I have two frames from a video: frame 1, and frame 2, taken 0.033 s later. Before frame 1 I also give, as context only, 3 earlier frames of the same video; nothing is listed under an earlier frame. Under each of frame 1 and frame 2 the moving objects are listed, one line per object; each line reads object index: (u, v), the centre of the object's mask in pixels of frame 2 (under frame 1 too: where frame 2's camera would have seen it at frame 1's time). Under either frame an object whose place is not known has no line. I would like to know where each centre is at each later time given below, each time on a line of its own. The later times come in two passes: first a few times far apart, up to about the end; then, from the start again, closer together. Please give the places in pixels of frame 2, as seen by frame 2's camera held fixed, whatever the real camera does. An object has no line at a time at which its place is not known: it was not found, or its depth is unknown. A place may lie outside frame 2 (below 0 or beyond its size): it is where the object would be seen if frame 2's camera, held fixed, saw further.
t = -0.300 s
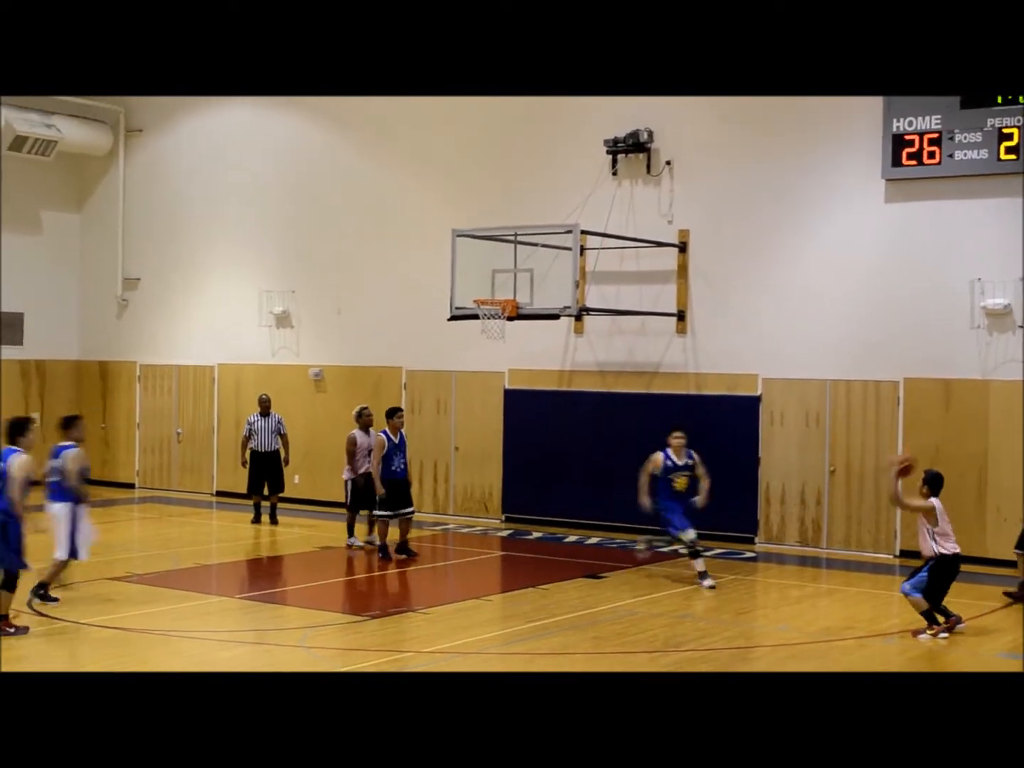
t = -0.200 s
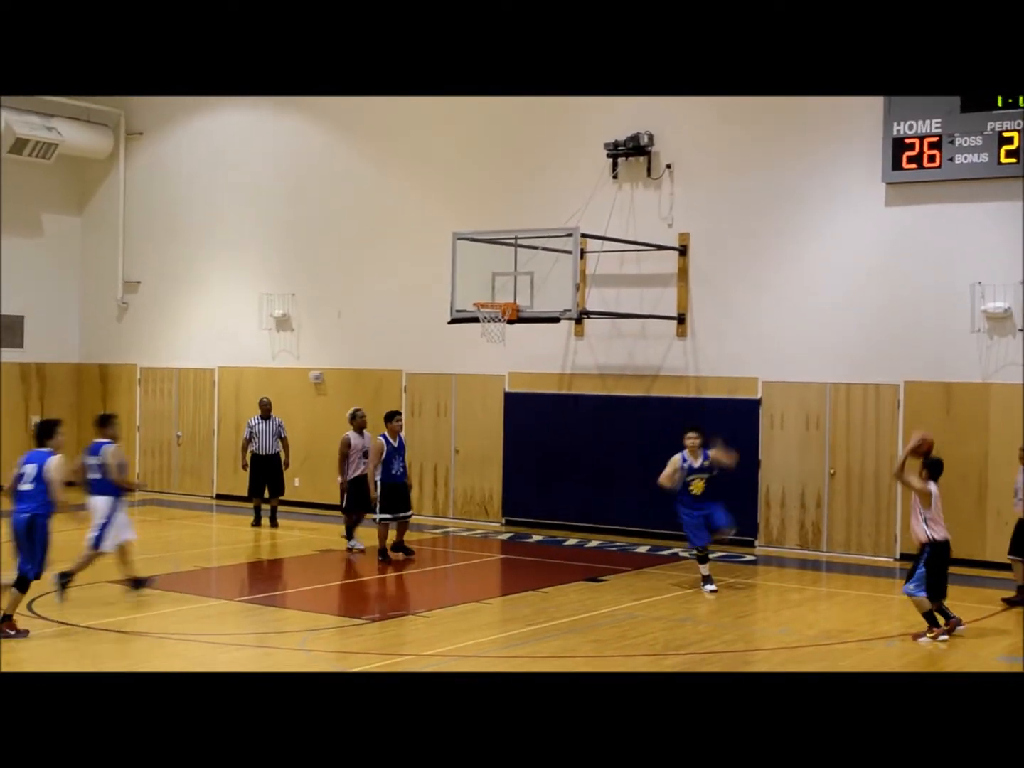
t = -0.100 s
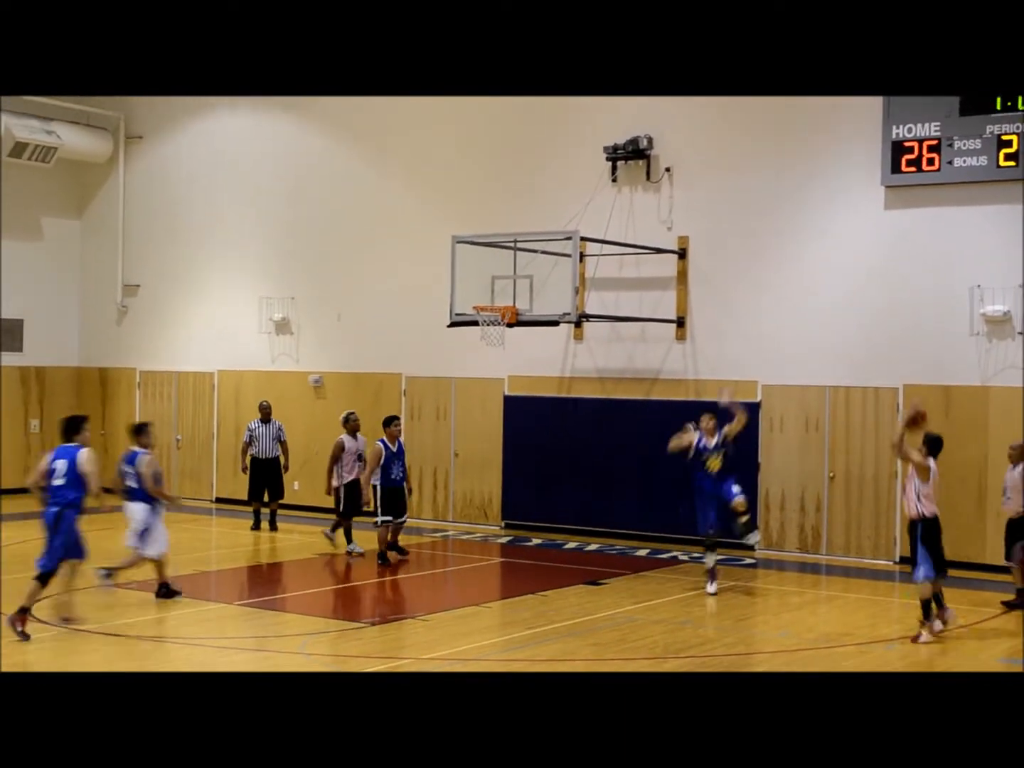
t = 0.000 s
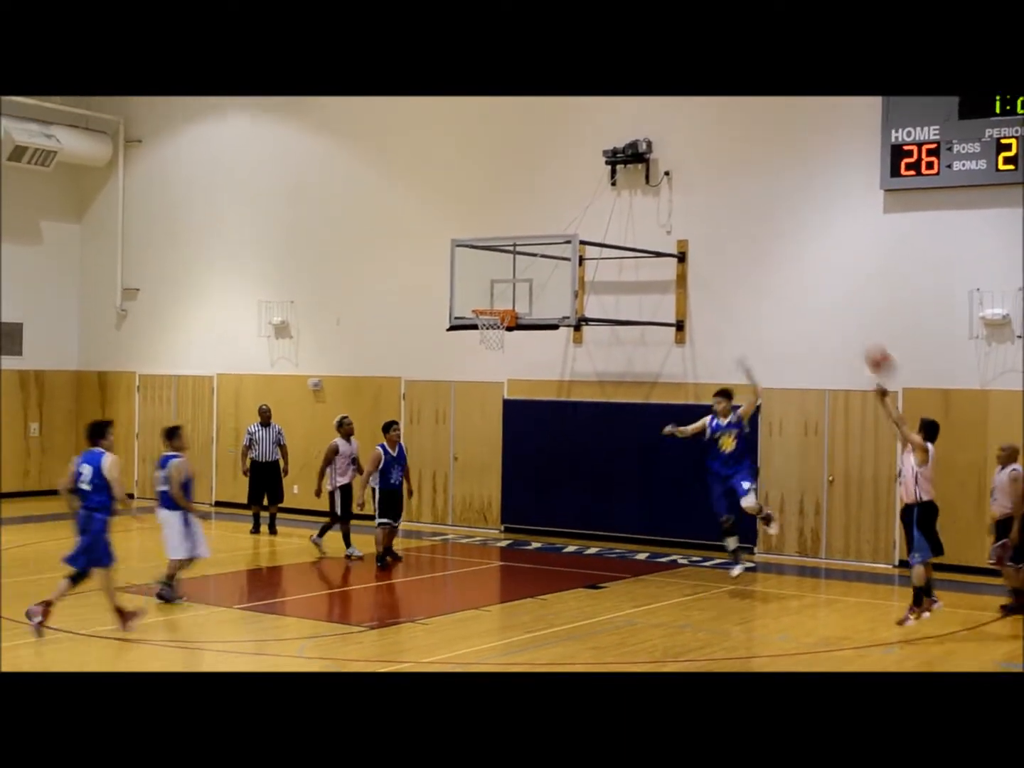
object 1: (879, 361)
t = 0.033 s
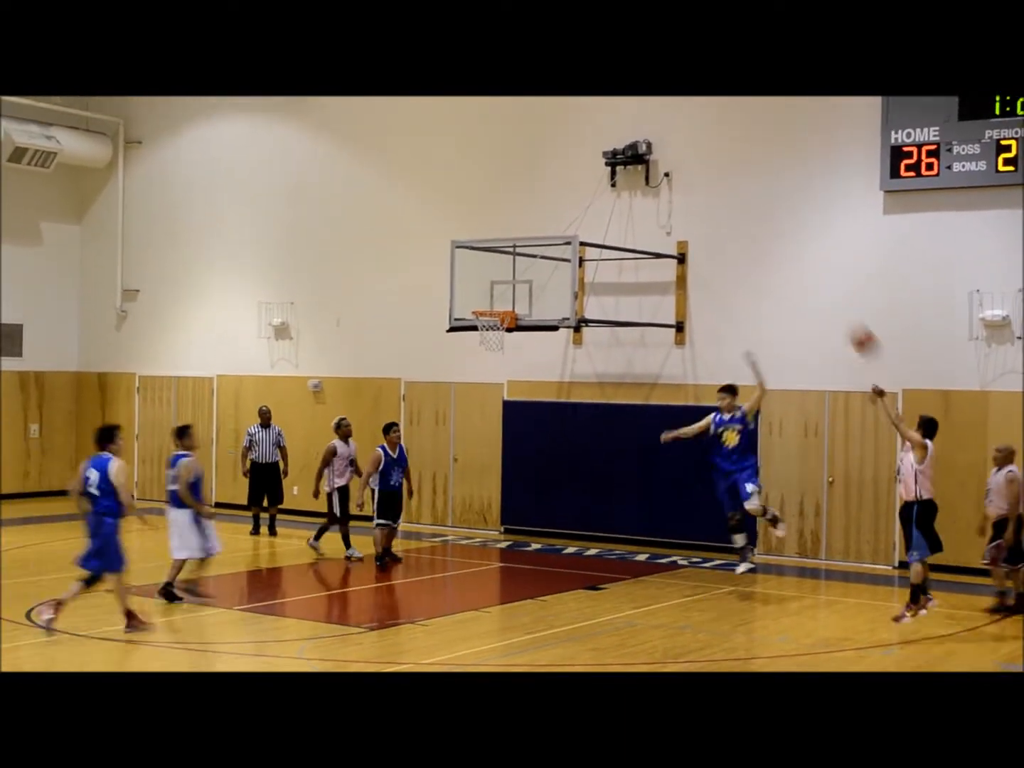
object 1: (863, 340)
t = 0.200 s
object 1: (790, 257)
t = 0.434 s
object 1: (699, 196)
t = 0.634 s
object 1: (629, 189)
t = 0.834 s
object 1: (564, 217)
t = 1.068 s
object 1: (497, 288)
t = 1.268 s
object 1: (510, 278)
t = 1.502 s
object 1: (557, 262)
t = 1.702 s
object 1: (600, 286)
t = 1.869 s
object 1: (636, 336)
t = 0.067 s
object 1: (848, 320)
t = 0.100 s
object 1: (833, 302)
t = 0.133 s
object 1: (818, 285)
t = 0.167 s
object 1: (803, 270)
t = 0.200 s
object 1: (790, 257)
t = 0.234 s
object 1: (776, 245)
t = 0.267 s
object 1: (762, 233)
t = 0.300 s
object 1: (749, 223)
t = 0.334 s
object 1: (736, 215)
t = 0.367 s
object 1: (724, 207)
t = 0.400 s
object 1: (711, 201)
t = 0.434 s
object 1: (699, 196)
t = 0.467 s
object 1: (686, 192)
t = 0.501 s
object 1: (675, 190)
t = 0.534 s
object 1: (663, 188)
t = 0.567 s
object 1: (651, 188)
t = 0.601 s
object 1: (640, 188)
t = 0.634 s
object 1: (629, 189)
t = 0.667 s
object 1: (616, 192)
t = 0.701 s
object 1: (606, 194)
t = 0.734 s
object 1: (595, 198)
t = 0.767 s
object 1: (584, 204)
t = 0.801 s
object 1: (574, 210)
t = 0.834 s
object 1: (564, 217)
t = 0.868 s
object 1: (554, 224)
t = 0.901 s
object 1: (544, 233)
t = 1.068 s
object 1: (497, 288)
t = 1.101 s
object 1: (488, 300)
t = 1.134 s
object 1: (485, 305)
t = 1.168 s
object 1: (492, 298)
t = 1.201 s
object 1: (498, 290)
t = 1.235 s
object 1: (504, 284)
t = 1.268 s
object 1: (510, 278)
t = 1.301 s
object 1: (517, 273)
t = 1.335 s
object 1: (523, 269)
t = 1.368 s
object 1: (530, 266)
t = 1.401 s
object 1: (536, 263)
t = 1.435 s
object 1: (543, 262)
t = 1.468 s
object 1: (550, 261)
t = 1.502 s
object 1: (557, 262)
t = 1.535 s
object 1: (564, 263)
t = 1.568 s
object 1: (571, 265)
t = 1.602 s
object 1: (578, 270)
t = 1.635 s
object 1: (585, 273)
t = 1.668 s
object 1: (592, 279)
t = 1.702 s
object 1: (600, 286)
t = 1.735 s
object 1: (607, 293)
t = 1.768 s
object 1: (614, 302)
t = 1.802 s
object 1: (621, 311)
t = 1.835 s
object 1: (629, 324)
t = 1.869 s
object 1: (636, 336)
